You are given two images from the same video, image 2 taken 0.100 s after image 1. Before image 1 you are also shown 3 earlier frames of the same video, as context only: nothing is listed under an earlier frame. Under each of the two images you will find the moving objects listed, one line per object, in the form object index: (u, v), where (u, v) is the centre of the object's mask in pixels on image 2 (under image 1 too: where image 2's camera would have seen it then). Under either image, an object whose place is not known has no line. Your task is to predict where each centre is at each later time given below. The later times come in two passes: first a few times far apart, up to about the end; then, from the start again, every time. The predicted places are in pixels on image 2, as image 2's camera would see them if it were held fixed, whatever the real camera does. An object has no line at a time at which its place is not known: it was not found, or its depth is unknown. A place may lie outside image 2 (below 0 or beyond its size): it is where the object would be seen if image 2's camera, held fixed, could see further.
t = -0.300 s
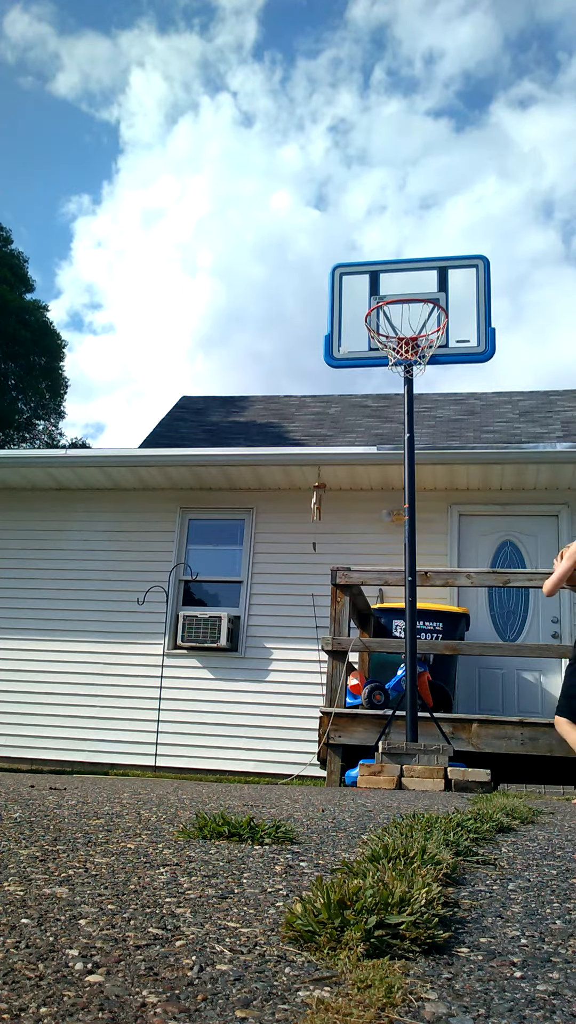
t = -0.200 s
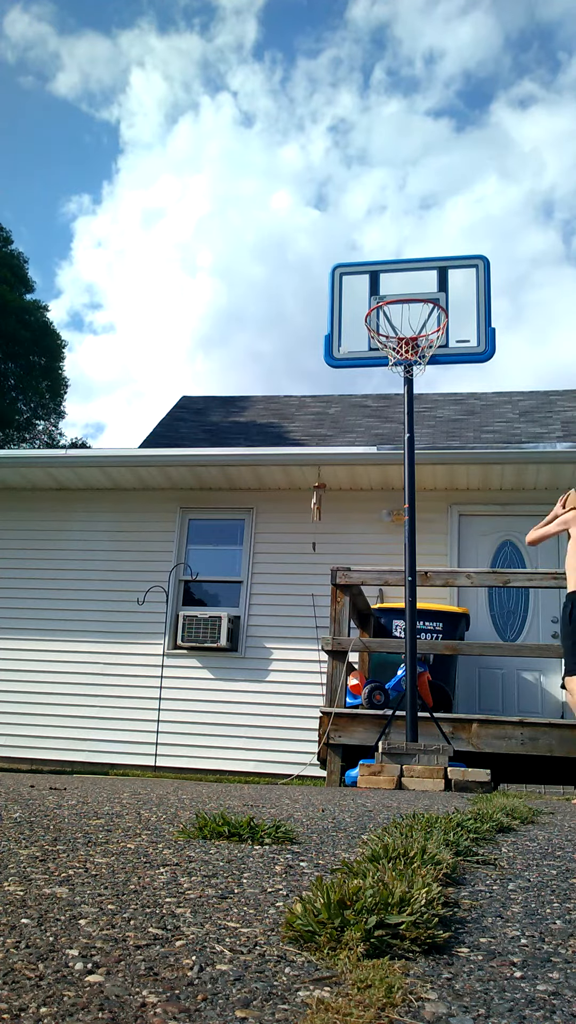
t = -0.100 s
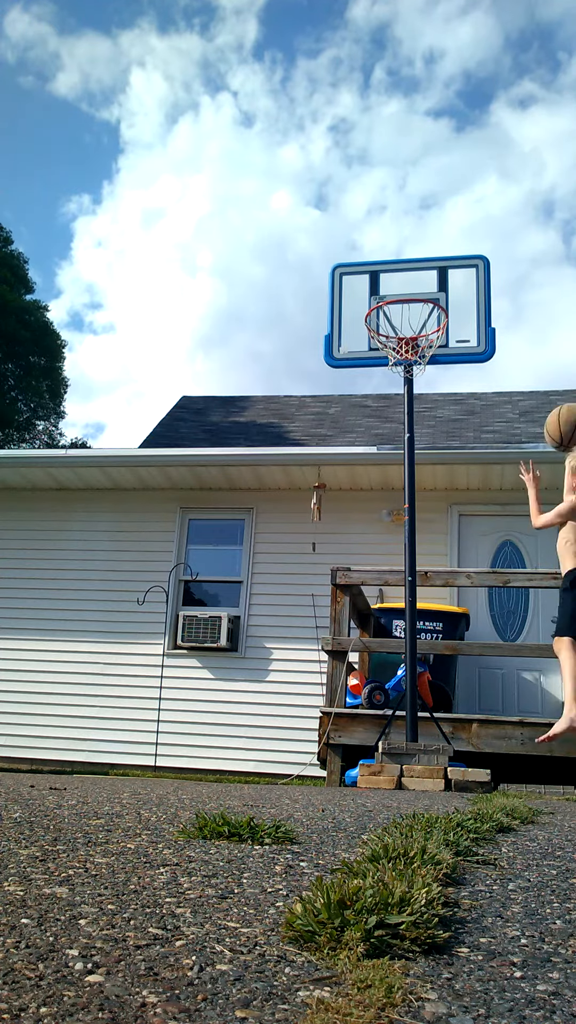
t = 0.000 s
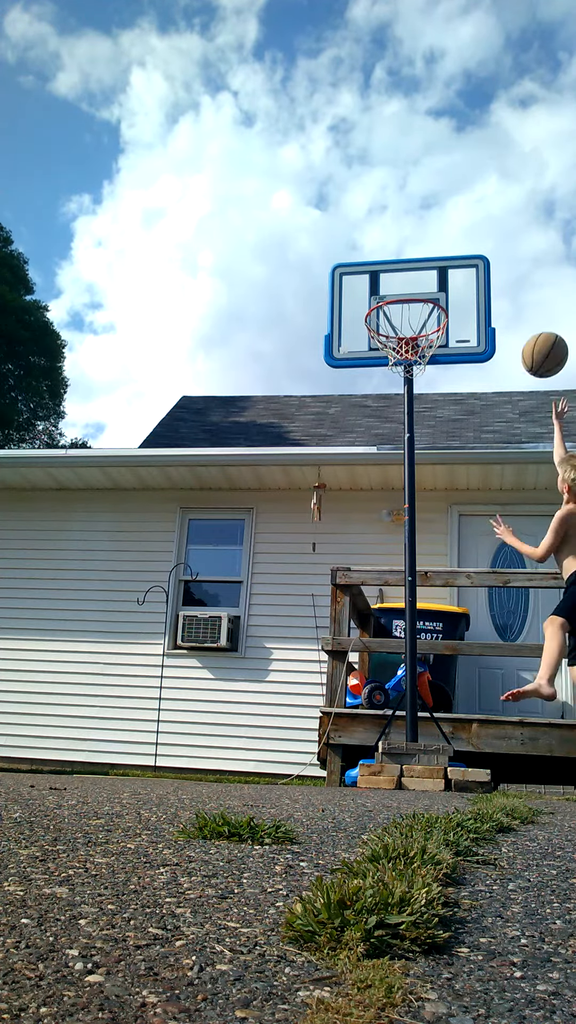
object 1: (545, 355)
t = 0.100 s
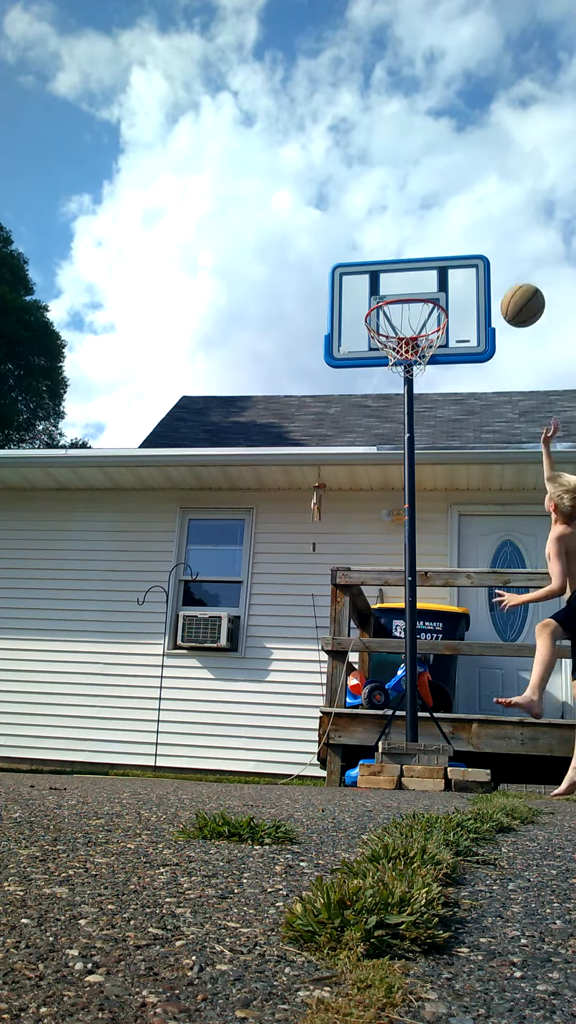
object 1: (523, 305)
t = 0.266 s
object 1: (490, 265)
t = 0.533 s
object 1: (446, 284)
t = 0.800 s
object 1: (409, 316)
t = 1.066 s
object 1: (395, 347)
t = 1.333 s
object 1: (415, 434)
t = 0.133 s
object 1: (516, 294)
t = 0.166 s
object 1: (509, 284)
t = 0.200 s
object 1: (503, 276)
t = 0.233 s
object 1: (496, 270)
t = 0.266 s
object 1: (490, 265)
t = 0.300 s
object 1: (484, 262)
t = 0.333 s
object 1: (478, 261)
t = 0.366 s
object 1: (473, 261)
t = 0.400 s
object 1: (467, 263)
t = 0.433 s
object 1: (462, 267)
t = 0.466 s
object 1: (456, 271)
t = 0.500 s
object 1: (451, 277)
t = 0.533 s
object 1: (446, 284)
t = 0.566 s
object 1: (441, 292)
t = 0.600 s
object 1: (437, 296)
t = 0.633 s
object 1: (433, 300)
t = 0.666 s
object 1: (430, 308)
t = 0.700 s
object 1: (427, 315)
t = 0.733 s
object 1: (421, 314)
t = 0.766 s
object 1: (415, 314)
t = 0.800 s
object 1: (409, 316)
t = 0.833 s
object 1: (401, 318)
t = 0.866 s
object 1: (395, 322)
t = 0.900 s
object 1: (391, 328)
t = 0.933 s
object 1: (389, 333)
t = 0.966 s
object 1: (390, 335)
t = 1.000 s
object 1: (390, 338)
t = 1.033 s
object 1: (392, 342)
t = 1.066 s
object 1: (395, 347)
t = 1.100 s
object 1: (398, 352)
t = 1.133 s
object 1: (400, 358)
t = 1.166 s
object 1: (403, 368)
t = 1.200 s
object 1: (406, 378)
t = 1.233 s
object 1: (408, 389)
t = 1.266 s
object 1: (410, 403)
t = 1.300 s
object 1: (412, 417)
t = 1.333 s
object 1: (415, 434)
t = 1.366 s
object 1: (417, 452)
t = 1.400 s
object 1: (420, 472)
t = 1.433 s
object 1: (422, 494)
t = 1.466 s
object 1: (424, 518)
